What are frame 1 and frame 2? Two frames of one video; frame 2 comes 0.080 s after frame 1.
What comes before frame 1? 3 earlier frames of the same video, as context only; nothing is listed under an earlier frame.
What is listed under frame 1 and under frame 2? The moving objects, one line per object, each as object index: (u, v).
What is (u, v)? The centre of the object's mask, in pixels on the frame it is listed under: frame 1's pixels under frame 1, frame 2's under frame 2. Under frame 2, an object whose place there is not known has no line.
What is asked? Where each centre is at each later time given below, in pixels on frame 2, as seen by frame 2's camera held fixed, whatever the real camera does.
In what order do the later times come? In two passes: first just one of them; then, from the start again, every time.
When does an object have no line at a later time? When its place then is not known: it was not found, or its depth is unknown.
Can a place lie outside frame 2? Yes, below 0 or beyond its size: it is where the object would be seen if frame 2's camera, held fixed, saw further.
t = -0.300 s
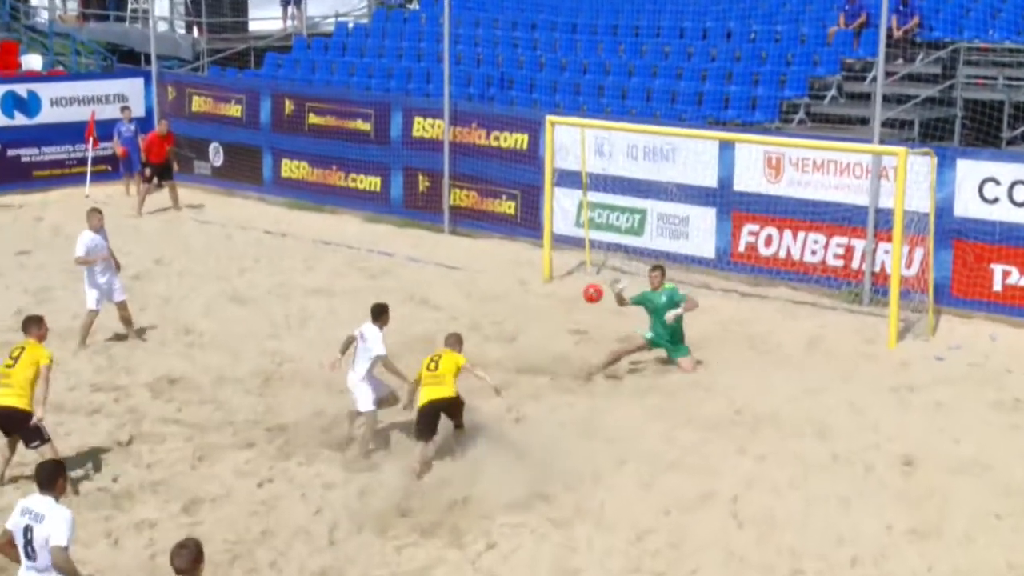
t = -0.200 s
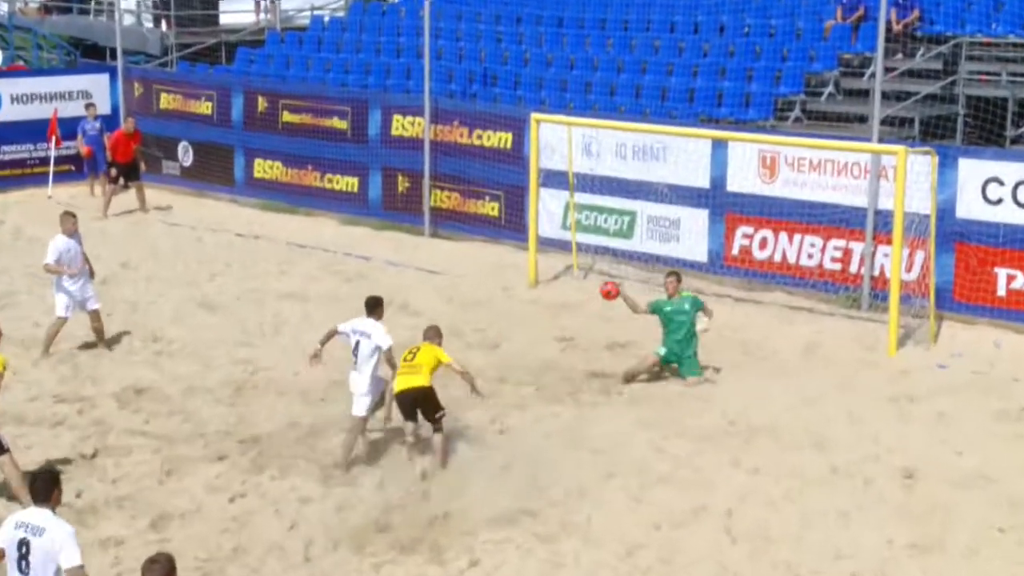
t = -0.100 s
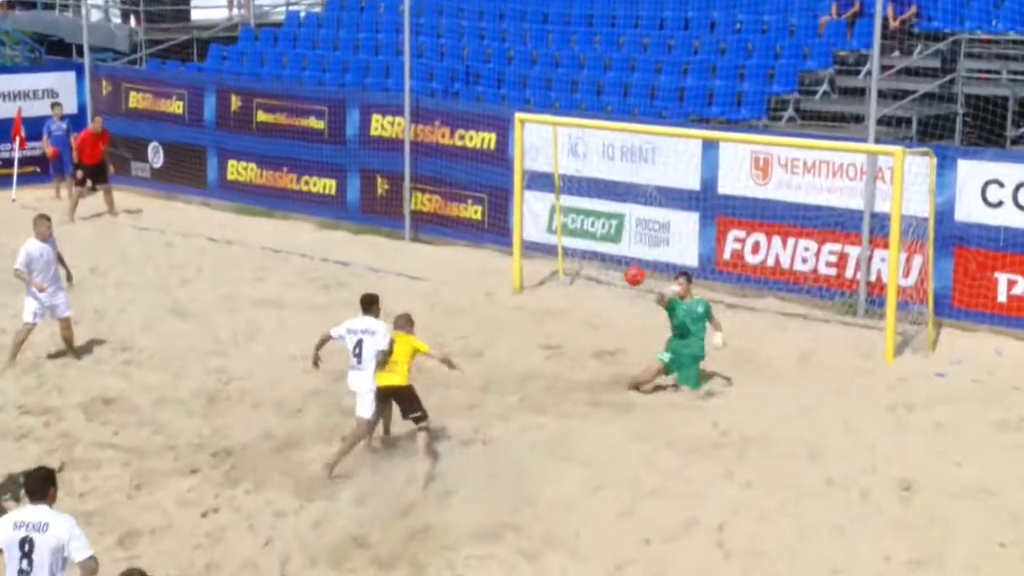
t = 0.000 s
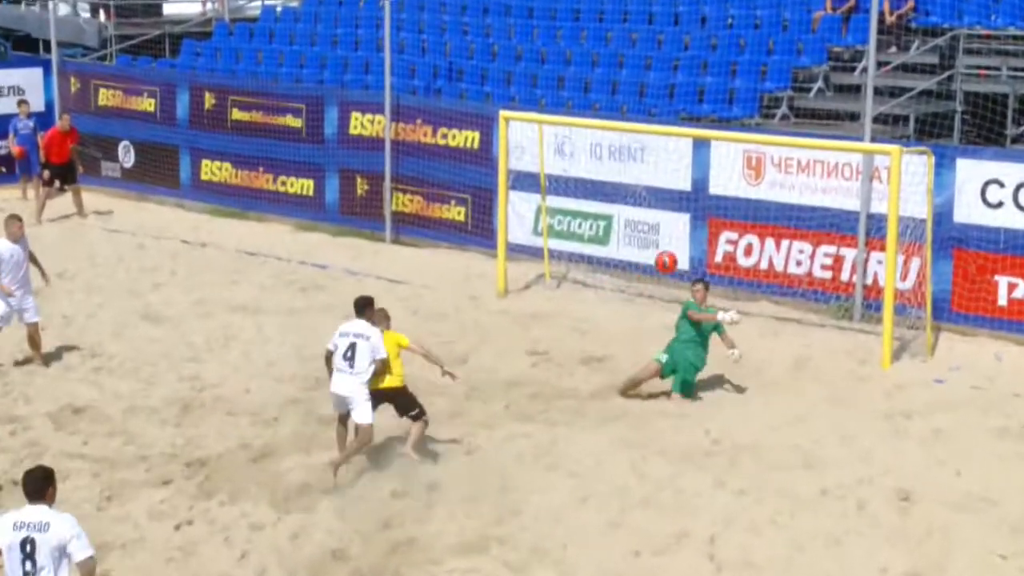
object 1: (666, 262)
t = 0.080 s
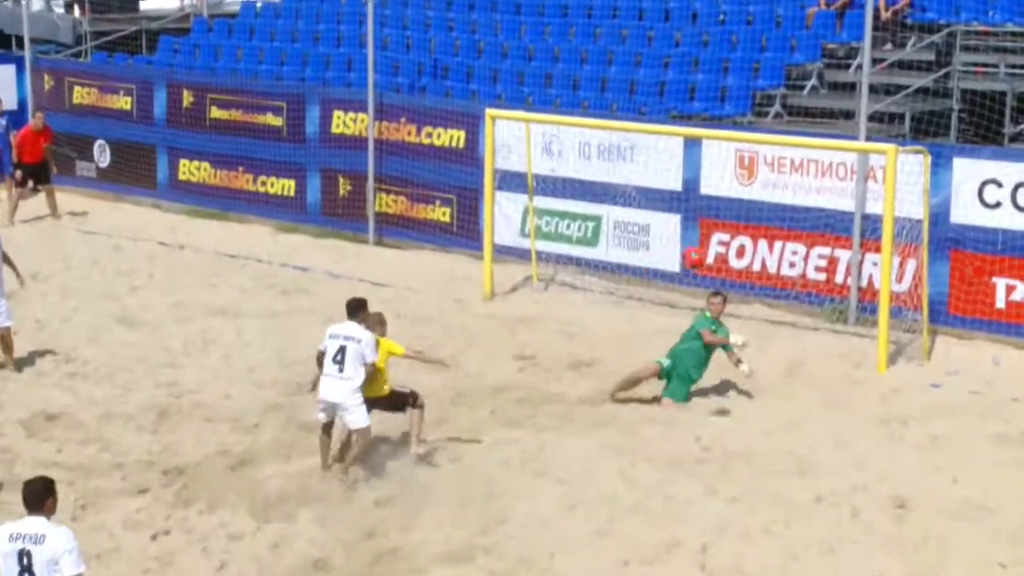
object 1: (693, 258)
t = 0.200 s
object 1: (751, 261)
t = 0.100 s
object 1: (702, 256)
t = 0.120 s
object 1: (712, 259)
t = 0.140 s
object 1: (722, 258)
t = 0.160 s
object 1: (731, 259)
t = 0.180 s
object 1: (741, 260)
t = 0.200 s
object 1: (751, 261)
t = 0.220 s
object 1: (762, 264)
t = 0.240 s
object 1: (772, 267)
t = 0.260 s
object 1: (784, 271)
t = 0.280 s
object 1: (792, 276)
